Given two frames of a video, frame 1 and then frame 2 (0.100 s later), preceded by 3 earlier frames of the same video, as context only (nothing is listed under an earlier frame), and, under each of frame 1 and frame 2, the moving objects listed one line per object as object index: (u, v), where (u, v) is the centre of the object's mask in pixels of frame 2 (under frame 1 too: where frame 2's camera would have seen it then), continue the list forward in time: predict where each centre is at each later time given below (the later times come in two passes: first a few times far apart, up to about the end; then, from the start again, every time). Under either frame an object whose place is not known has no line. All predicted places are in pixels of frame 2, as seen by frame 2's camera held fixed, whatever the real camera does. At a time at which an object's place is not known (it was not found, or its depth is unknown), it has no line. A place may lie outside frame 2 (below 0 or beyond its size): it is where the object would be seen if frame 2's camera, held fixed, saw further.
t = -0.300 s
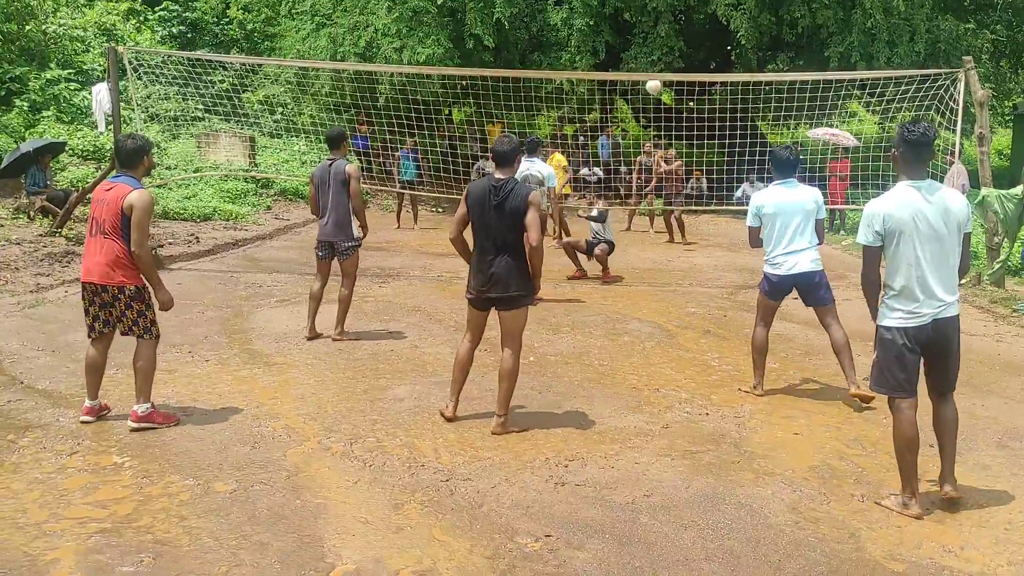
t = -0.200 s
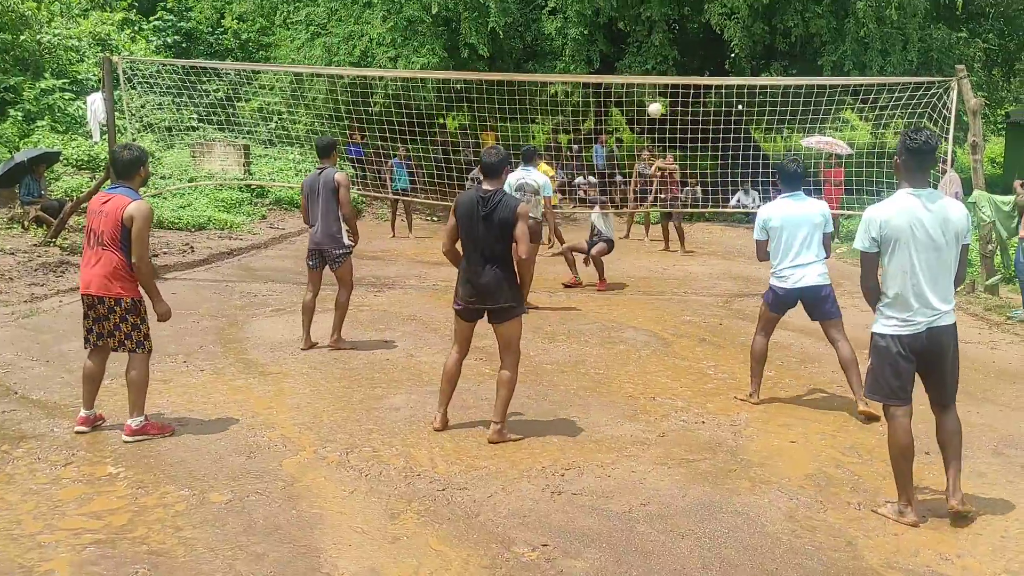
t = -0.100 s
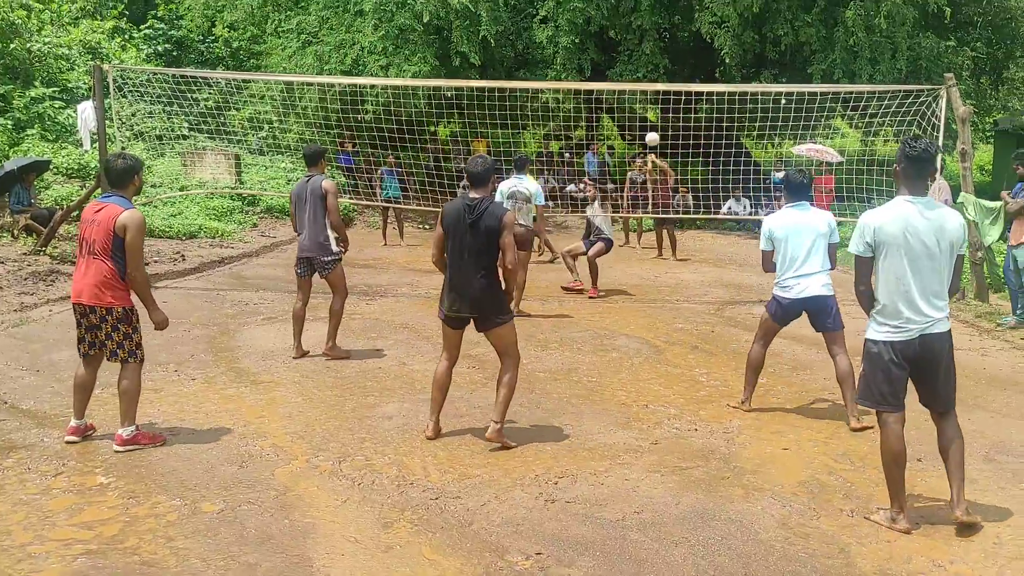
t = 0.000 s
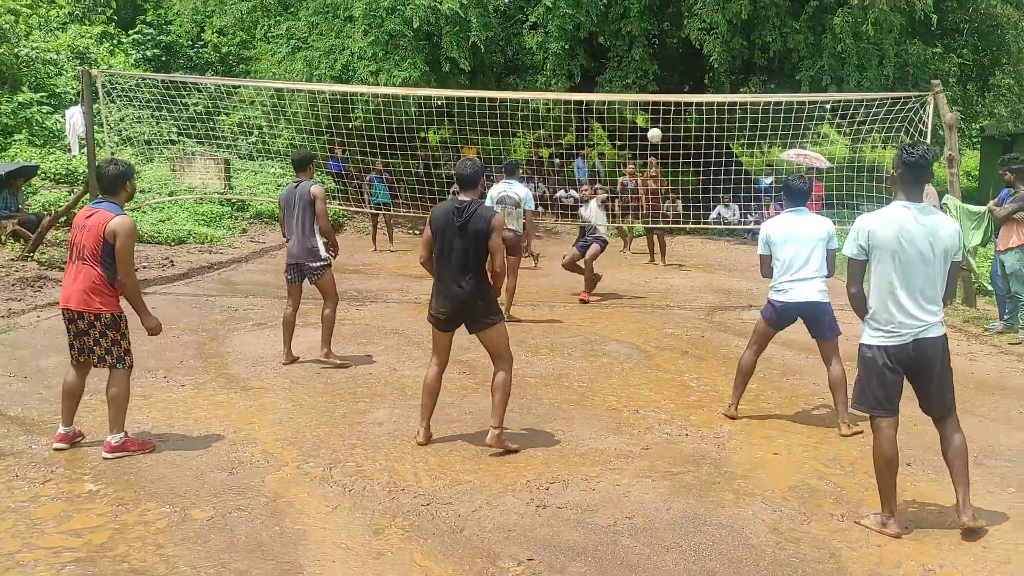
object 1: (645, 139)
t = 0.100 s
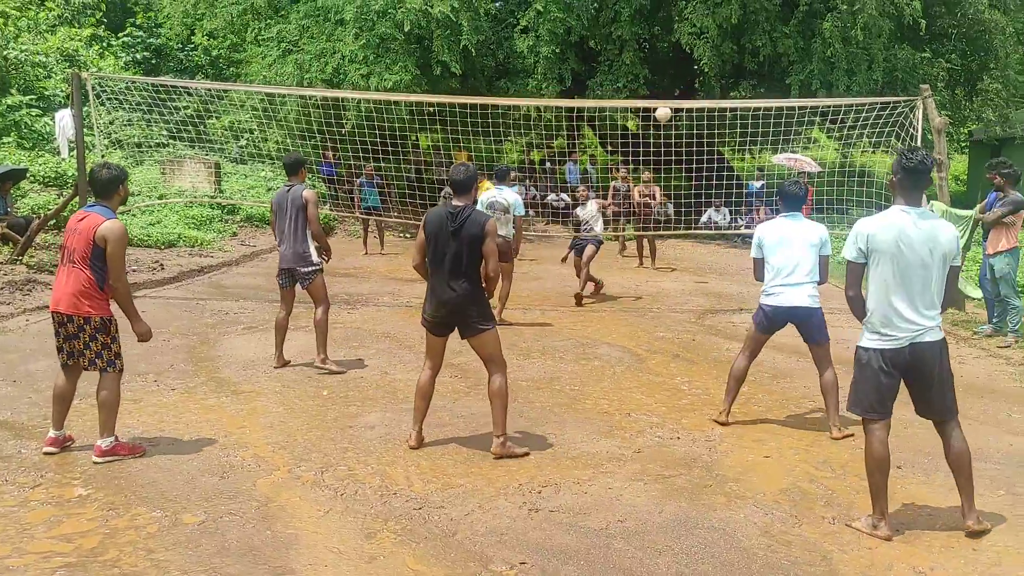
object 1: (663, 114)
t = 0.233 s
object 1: (692, 85)
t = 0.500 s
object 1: (776, 62)
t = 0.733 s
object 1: (900, 121)
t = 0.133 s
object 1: (670, 110)
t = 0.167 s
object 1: (677, 96)
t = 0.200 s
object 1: (684, 91)
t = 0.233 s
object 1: (692, 85)
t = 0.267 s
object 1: (701, 79)
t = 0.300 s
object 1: (710, 74)
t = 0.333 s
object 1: (719, 69)
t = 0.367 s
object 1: (729, 66)
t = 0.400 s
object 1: (740, 63)
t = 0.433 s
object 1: (751, 62)
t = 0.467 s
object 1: (763, 61)
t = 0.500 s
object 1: (776, 62)
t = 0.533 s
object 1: (790, 65)
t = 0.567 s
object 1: (805, 69)
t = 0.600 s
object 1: (821, 75)
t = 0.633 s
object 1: (838, 83)
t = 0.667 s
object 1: (857, 92)
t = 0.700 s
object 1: (877, 105)
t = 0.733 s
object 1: (900, 121)
